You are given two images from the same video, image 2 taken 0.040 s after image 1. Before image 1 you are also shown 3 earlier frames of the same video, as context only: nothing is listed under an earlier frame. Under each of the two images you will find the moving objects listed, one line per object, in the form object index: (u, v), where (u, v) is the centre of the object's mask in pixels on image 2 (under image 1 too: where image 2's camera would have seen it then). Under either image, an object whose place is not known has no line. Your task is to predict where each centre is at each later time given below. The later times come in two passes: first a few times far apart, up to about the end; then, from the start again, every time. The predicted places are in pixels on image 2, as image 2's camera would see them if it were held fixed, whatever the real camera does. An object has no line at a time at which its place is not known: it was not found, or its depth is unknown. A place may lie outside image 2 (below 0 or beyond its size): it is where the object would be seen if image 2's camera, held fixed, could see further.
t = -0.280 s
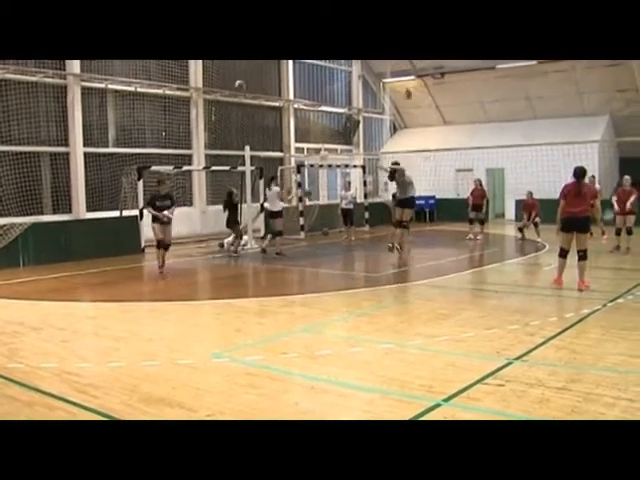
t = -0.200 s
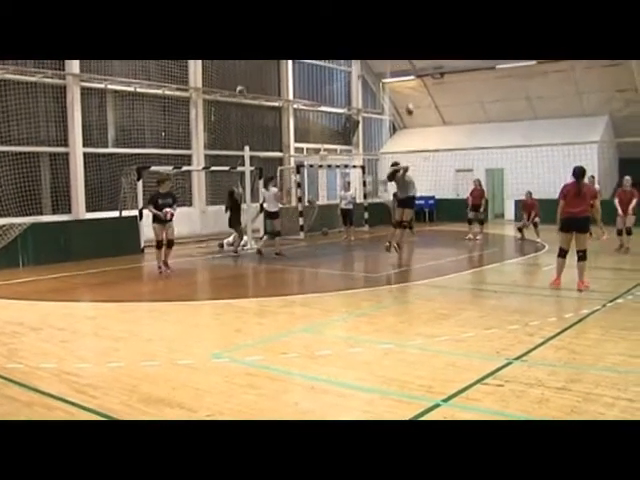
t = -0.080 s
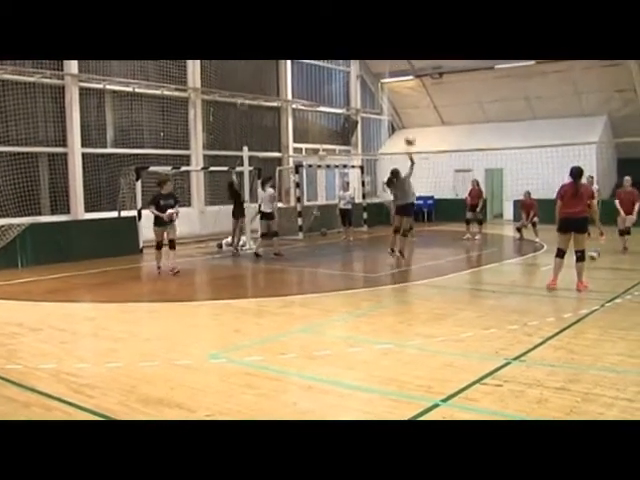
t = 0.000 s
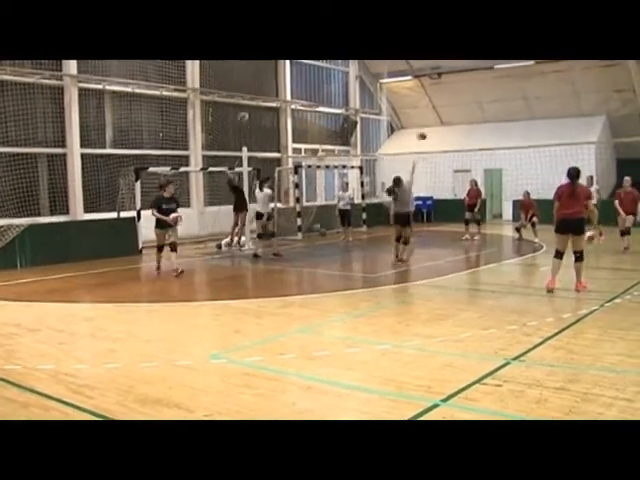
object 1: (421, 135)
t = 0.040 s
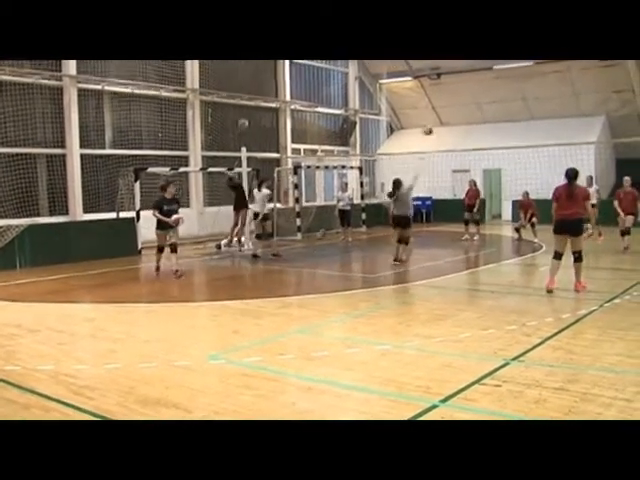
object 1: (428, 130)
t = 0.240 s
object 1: (456, 119)
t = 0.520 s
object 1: (486, 130)
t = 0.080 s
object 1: (434, 126)
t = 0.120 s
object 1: (440, 123)
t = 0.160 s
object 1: (446, 122)
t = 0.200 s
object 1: (451, 121)
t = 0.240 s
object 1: (456, 119)
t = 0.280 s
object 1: (461, 120)
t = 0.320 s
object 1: (465, 120)
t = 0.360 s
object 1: (470, 121)
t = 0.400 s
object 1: (474, 123)
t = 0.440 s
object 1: (477, 125)
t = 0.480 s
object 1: (482, 127)
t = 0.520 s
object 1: (486, 130)
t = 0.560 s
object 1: (488, 133)
